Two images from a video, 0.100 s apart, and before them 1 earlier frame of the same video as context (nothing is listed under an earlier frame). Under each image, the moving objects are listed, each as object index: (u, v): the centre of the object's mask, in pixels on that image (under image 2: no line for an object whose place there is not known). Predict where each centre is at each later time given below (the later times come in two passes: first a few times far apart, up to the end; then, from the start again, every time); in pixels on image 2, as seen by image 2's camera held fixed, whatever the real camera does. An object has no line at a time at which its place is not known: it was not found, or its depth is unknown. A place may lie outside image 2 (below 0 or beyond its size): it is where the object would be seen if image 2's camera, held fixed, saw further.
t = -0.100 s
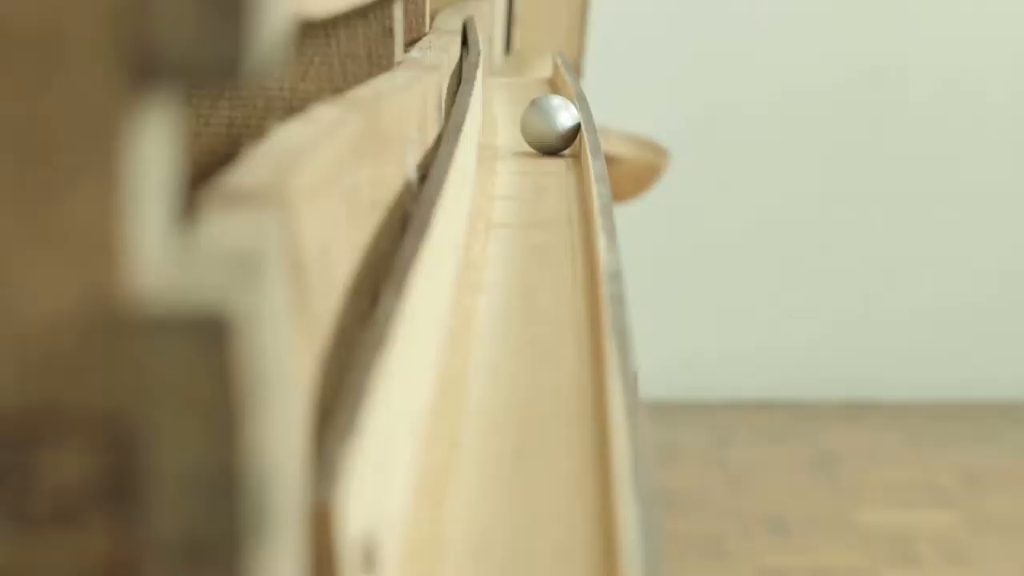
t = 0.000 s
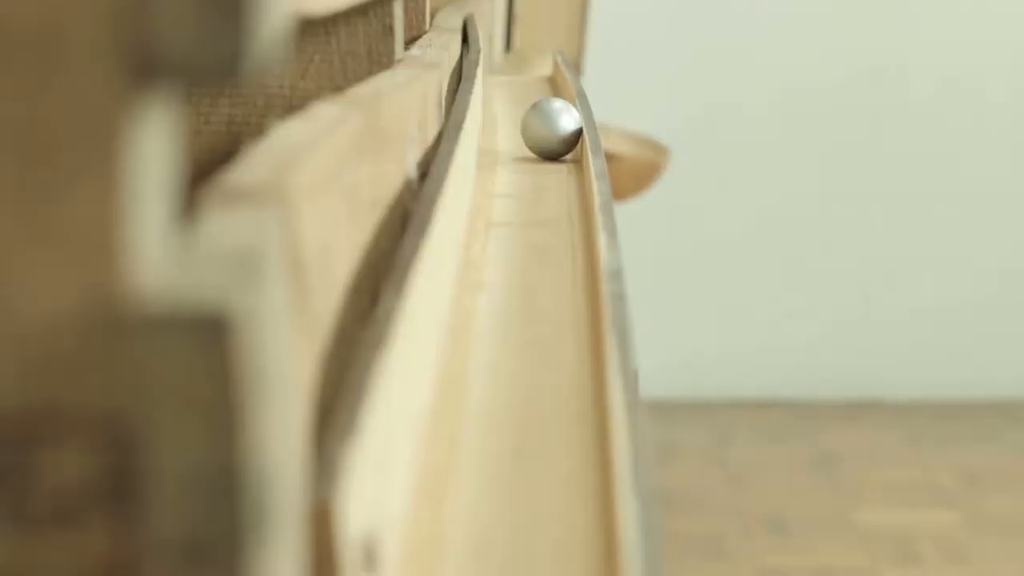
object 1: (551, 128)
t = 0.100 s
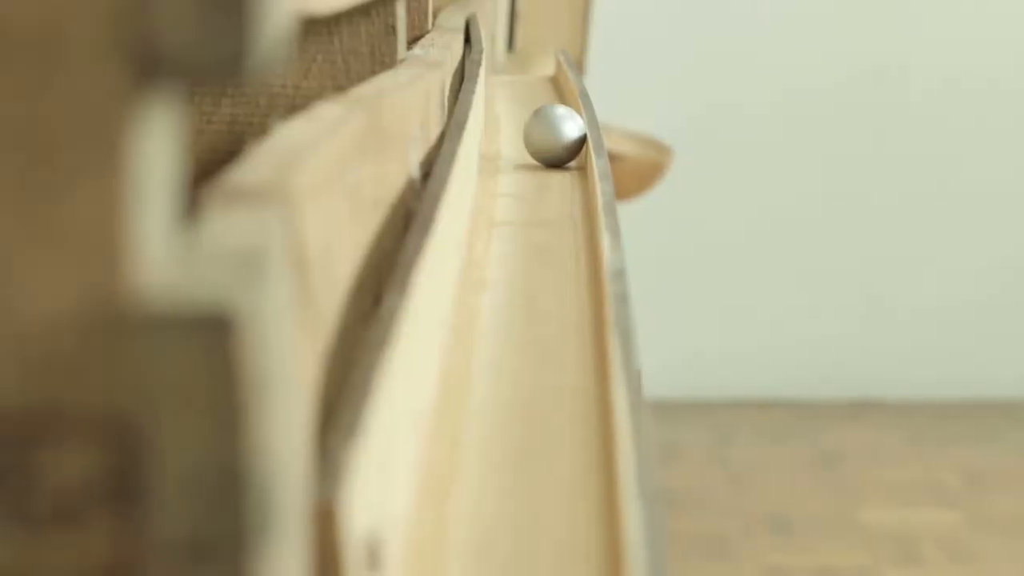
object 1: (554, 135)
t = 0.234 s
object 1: (555, 145)
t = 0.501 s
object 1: (556, 168)
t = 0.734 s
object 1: (559, 194)
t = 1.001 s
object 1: (556, 236)
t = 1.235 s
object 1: (545, 288)
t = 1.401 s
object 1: (531, 342)
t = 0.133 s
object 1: (555, 137)
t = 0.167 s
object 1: (555, 139)
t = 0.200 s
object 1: (555, 142)
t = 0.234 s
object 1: (555, 145)
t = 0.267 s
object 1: (555, 147)
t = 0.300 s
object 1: (556, 150)
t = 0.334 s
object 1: (555, 153)
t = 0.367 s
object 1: (554, 156)
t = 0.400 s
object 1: (554, 159)
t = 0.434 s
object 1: (554, 162)
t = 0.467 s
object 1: (554, 165)
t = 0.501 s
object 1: (556, 168)
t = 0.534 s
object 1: (558, 171)
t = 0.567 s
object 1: (557, 175)
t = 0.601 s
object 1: (558, 179)
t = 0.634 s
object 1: (558, 183)
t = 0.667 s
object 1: (559, 186)
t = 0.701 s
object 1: (559, 191)
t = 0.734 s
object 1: (559, 194)
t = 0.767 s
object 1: (559, 199)
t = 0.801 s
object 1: (558, 204)
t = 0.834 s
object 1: (557, 208)
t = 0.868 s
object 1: (558, 213)
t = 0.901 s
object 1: (558, 219)
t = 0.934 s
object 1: (559, 224)
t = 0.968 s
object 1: (559, 229)
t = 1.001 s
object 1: (556, 236)
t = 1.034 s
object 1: (554, 242)
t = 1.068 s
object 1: (552, 249)
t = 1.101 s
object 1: (550, 256)
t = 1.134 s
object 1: (549, 262)
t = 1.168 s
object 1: (548, 271)
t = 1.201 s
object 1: (547, 279)
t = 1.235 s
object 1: (545, 288)
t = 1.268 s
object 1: (543, 297)
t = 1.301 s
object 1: (541, 308)
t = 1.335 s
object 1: (538, 318)
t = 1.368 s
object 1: (535, 329)
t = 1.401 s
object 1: (531, 342)
